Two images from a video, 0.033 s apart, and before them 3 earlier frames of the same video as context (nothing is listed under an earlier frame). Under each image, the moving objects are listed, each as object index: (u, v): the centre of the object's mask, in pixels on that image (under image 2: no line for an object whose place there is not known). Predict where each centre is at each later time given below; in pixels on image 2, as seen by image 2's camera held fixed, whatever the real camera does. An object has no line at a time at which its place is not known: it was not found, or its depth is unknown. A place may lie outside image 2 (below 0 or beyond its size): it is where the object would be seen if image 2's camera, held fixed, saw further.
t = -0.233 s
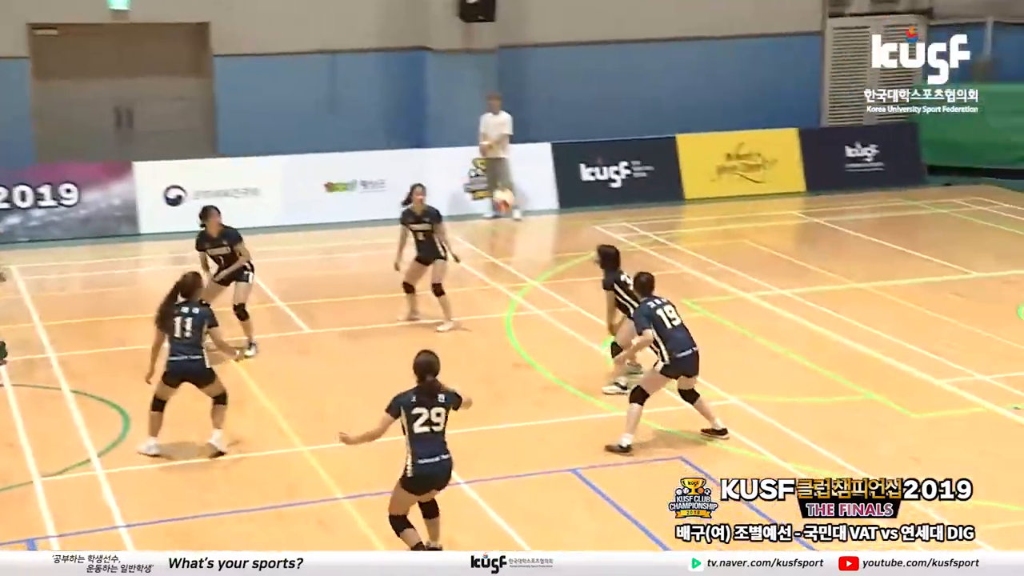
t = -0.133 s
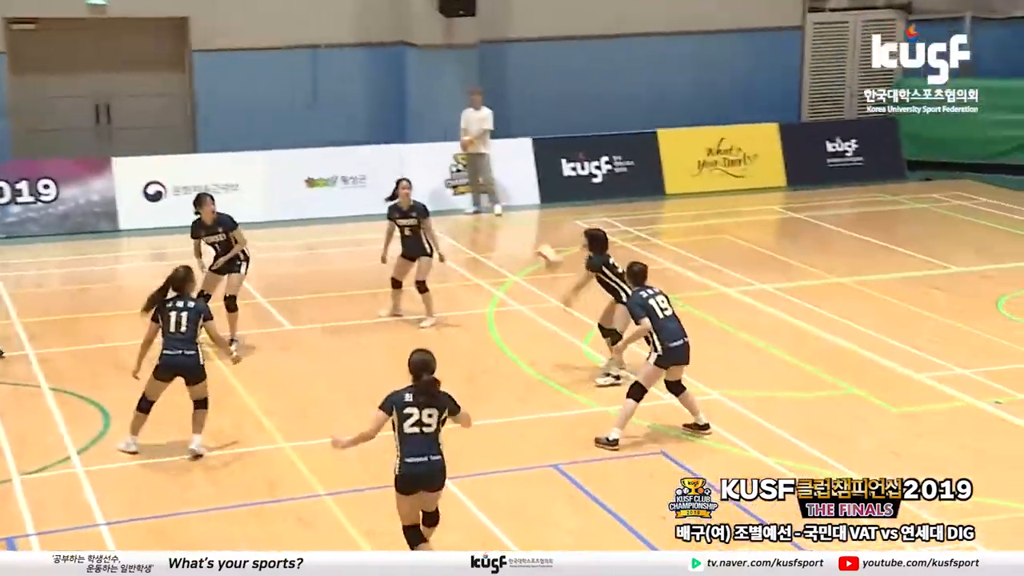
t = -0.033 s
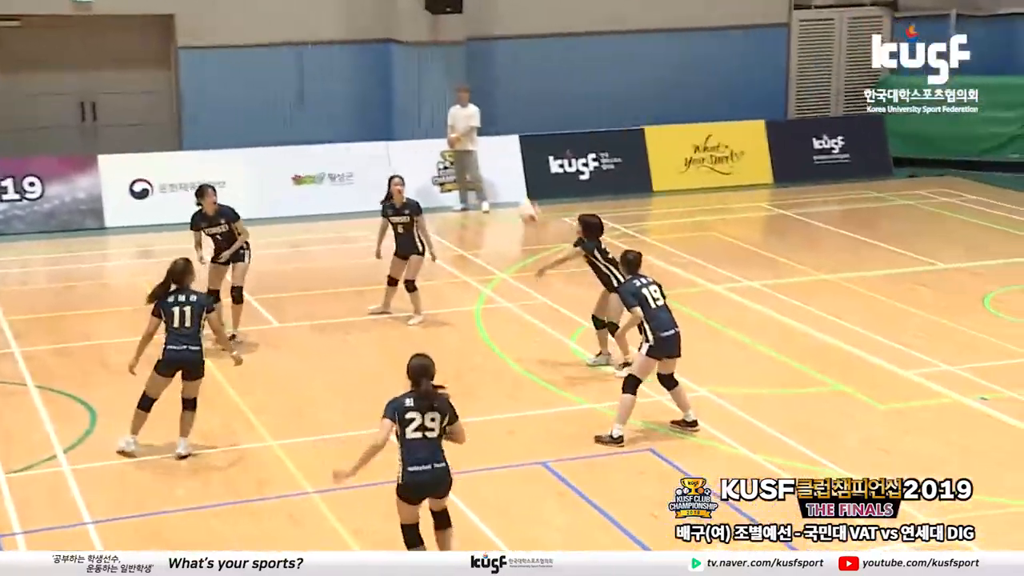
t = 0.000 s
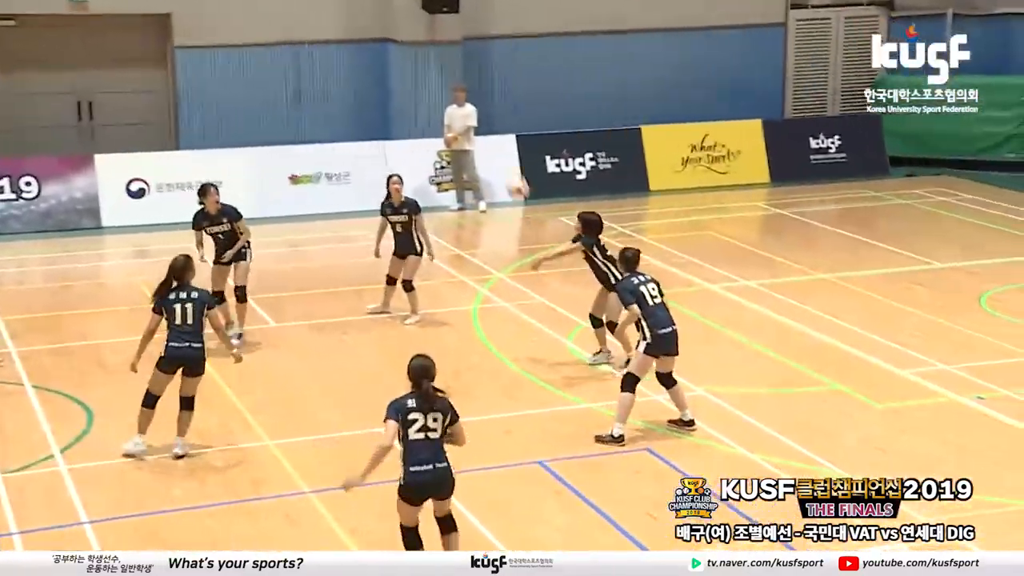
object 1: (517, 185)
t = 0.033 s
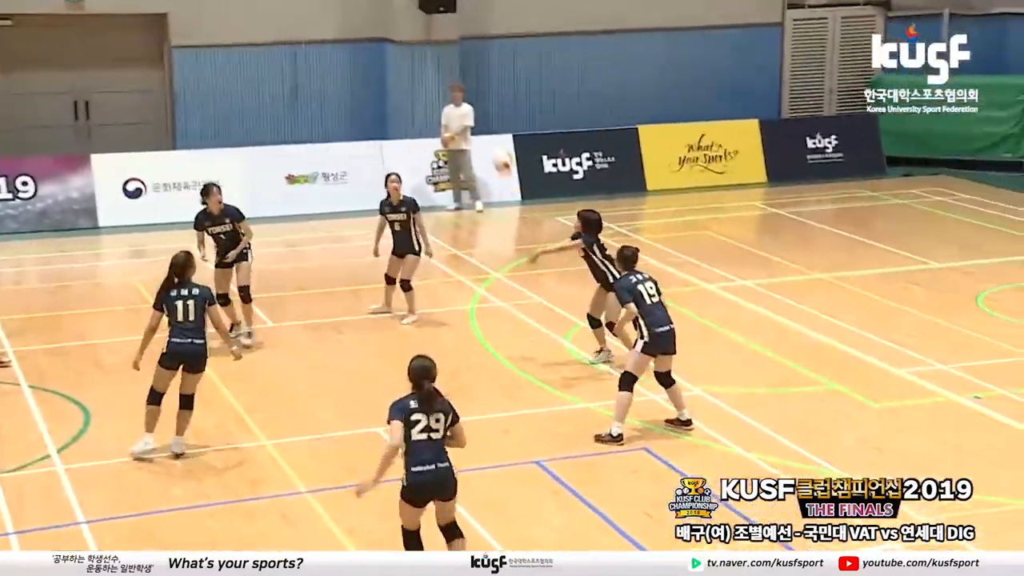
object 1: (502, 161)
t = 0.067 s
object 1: (492, 137)
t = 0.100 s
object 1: (484, 115)
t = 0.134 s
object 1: (474, 93)
